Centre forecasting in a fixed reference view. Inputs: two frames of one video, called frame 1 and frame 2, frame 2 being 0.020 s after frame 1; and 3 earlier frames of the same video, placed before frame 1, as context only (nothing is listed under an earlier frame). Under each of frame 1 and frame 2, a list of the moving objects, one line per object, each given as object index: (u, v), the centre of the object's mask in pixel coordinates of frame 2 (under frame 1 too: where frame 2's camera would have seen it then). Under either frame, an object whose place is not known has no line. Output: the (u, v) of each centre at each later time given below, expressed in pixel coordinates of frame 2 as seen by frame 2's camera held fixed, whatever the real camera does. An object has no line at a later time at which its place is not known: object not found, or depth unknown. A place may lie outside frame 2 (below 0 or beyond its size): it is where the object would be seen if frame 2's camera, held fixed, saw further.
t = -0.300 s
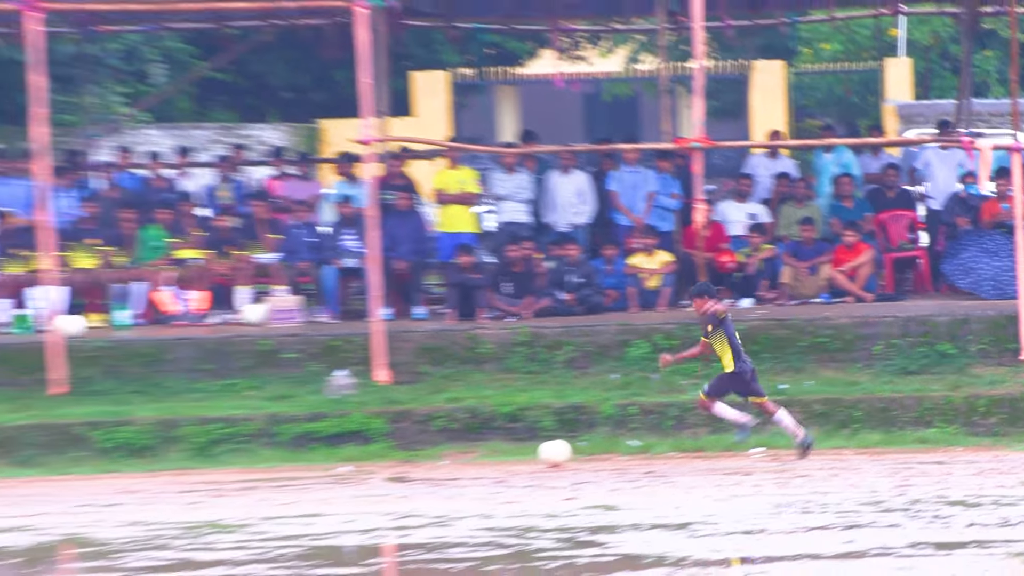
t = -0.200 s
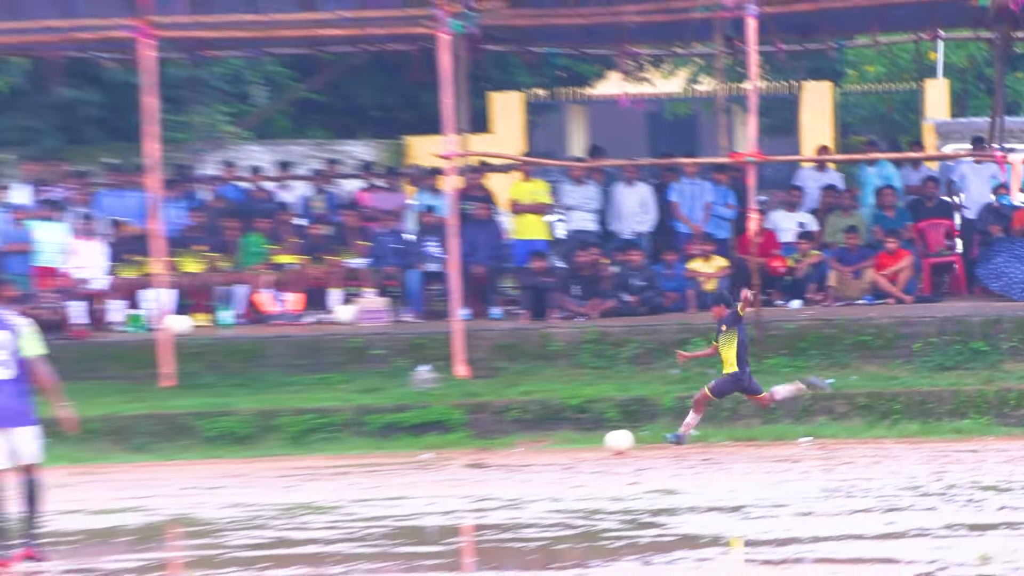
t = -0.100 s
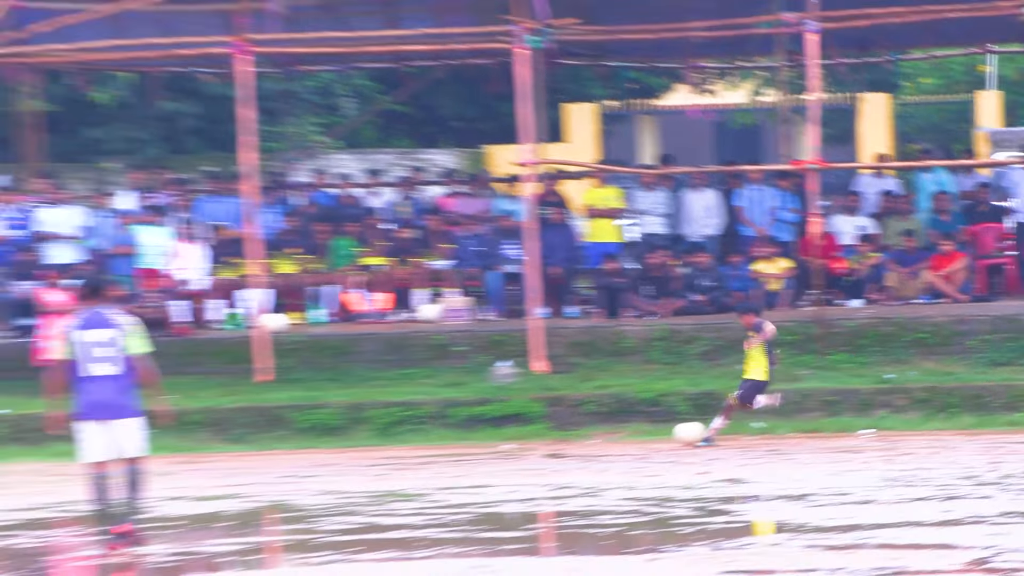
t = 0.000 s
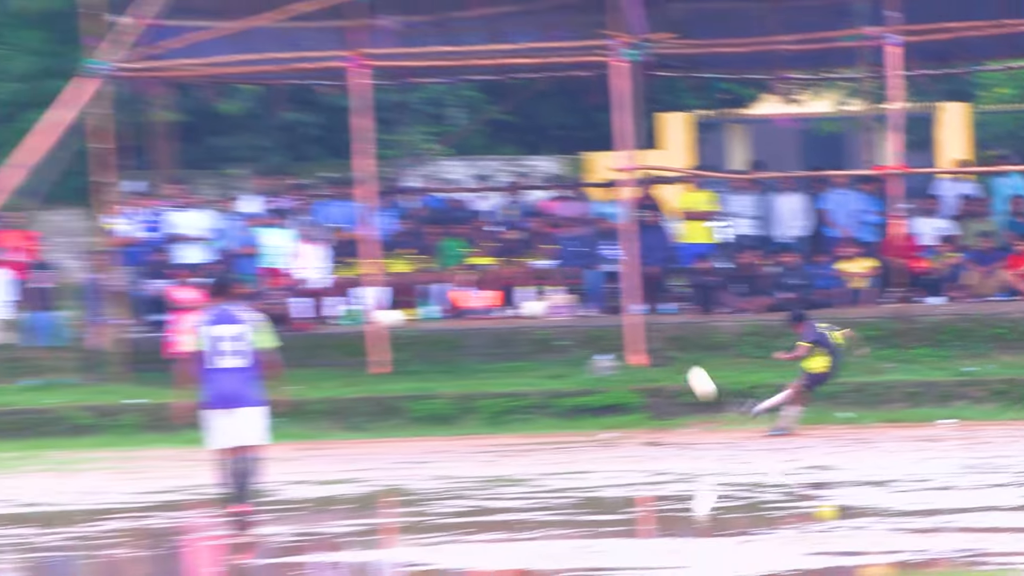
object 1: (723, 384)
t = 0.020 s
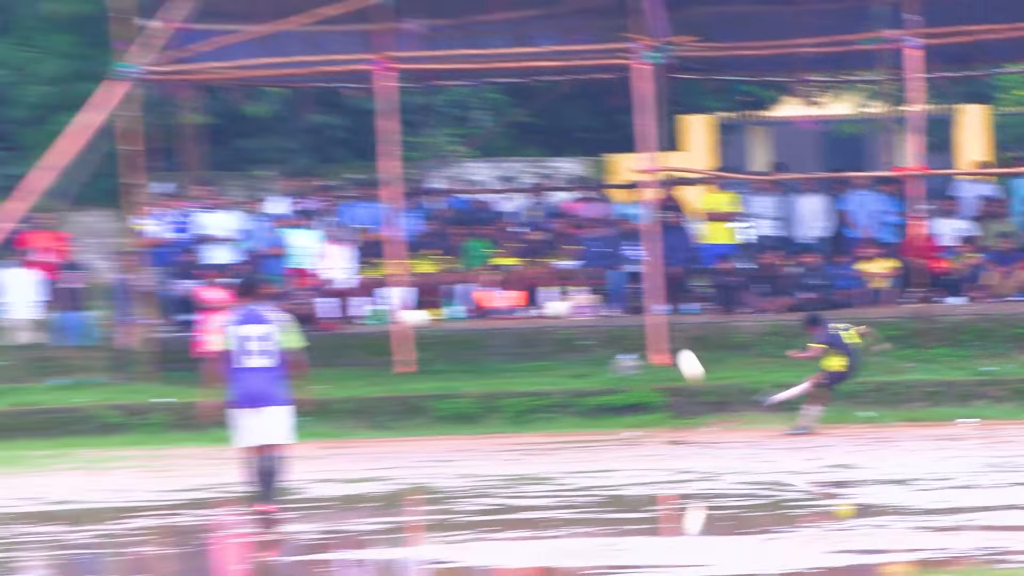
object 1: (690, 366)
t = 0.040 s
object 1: (657, 350)
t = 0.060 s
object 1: (622, 334)
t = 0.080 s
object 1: (588, 318)
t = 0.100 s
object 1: (555, 301)
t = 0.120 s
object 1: (522, 287)
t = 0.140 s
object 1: (489, 271)
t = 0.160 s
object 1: (455, 256)
